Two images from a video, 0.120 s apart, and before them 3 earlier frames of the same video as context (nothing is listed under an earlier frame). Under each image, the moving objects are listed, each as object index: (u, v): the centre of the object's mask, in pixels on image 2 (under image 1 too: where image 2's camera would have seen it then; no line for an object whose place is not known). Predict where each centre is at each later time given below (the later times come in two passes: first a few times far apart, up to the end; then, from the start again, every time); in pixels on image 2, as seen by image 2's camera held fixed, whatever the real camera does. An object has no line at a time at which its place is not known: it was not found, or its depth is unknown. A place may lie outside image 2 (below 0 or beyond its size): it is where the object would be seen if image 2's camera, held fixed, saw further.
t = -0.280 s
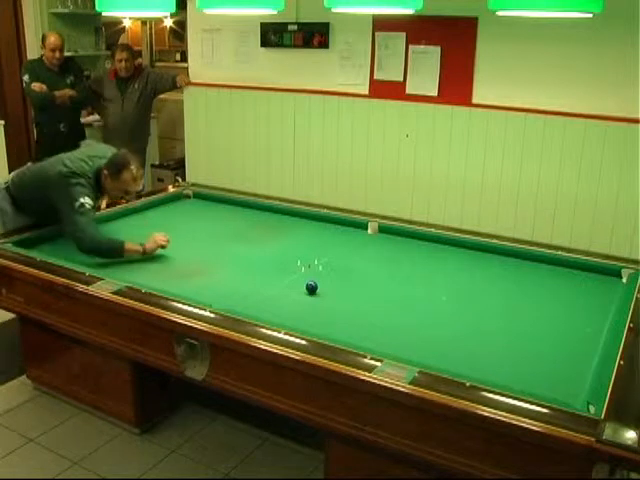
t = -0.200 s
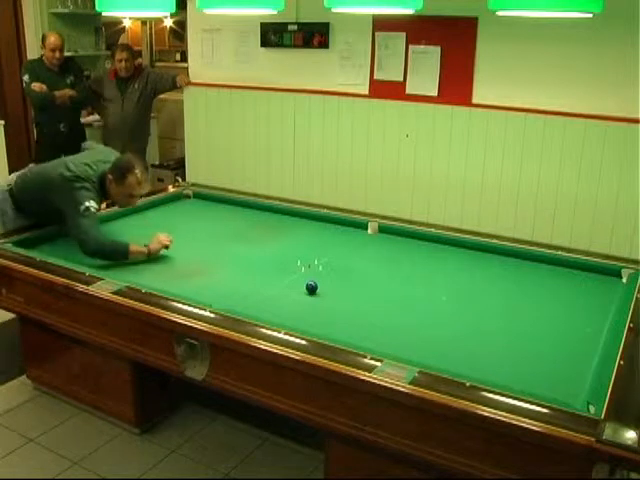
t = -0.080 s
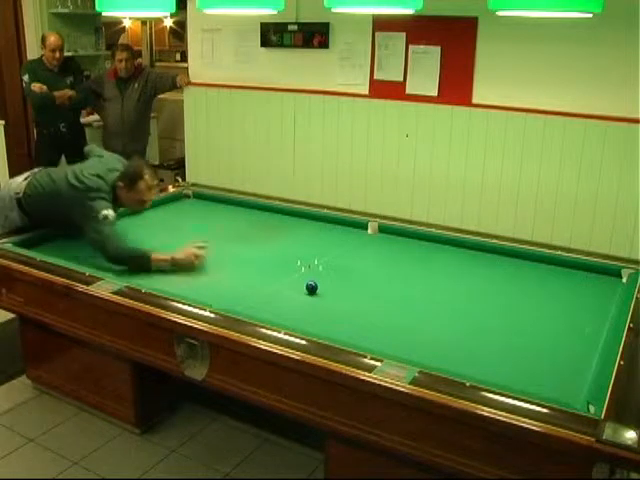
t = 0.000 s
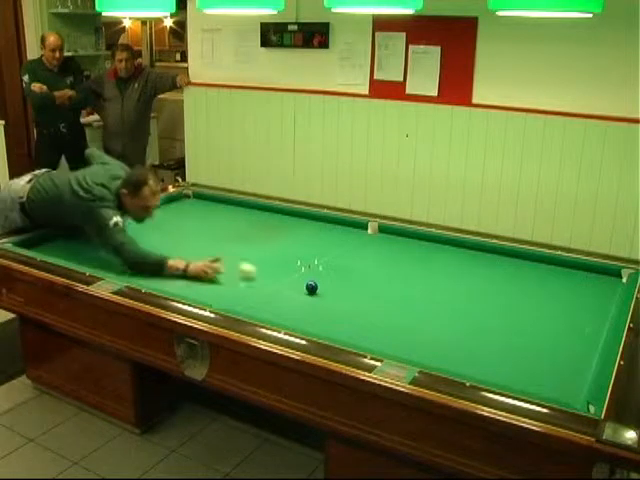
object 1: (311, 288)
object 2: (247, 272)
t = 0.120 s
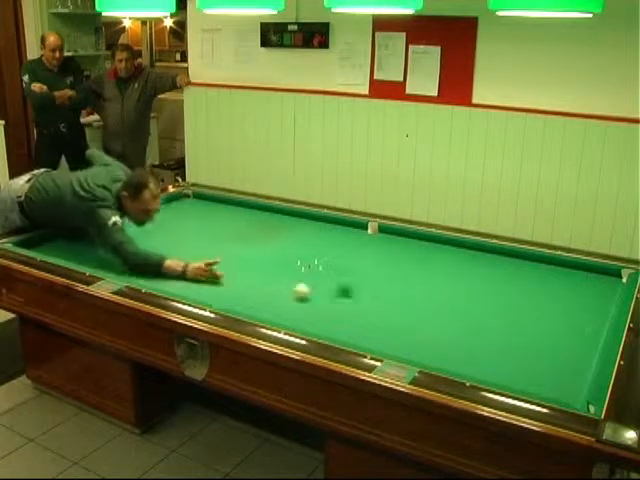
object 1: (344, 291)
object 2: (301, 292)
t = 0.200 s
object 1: (407, 296)
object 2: (308, 304)
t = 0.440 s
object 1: (585, 308)
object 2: (330, 332)
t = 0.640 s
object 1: (545, 288)
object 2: (368, 338)
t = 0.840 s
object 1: (481, 268)
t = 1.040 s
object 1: (426, 249)
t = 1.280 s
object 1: (369, 232)
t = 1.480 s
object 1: (324, 223)
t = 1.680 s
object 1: (280, 218)
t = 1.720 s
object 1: (272, 217)
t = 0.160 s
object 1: (375, 294)
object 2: (305, 298)
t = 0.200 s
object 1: (407, 296)
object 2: (308, 304)
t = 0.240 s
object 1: (439, 297)
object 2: (312, 309)
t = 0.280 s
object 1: (469, 299)
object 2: (315, 315)
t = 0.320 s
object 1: (498, 301)
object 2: (319, 321)
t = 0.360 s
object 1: (527, 304)
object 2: (323, 326)
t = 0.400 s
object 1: (557, 306)
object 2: (327, 329)
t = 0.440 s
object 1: (585, 308)
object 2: (330, 332)
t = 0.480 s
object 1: (610, 308)
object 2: (336, 336)
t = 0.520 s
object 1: (596, 304)
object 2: (344, 336)
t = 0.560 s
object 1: (578, 298)
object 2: (352, 336)
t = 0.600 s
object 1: (562, 293)
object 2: (360, 337)
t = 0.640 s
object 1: (545, 288)
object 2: (368, 338)
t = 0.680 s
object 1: (531, 283)
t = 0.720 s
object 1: (518, 280)
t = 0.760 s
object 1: (505, 275)
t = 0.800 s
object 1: (493, 272)
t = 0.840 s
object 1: (481, 268)
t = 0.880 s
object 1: (470, 264)
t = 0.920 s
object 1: (458, 261)
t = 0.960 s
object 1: (447, 257)
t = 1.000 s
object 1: (437, 254)
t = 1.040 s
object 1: (426, 249)
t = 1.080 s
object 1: (417, 247)
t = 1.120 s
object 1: (407, 244)
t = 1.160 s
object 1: (397, 241)
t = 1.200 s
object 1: (387, 237)
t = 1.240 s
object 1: (379, 236)
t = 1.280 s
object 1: (369, 232)
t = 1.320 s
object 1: (361, 228)
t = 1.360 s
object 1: (355, 228)
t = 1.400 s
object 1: (343, 225)
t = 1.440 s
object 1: (333, 224)
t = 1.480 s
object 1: (324, 223)
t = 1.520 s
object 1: (315, 222)
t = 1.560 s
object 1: (306, 220)
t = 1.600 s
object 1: (298, 219)
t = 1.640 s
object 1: (289, 218)
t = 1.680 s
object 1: (280, 218)
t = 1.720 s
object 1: (272, 217)
